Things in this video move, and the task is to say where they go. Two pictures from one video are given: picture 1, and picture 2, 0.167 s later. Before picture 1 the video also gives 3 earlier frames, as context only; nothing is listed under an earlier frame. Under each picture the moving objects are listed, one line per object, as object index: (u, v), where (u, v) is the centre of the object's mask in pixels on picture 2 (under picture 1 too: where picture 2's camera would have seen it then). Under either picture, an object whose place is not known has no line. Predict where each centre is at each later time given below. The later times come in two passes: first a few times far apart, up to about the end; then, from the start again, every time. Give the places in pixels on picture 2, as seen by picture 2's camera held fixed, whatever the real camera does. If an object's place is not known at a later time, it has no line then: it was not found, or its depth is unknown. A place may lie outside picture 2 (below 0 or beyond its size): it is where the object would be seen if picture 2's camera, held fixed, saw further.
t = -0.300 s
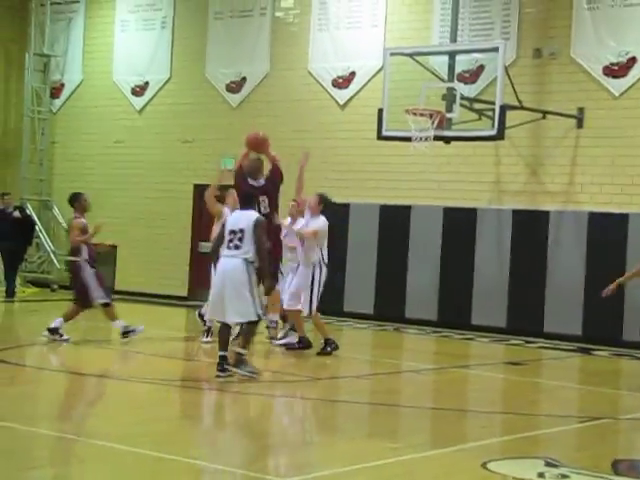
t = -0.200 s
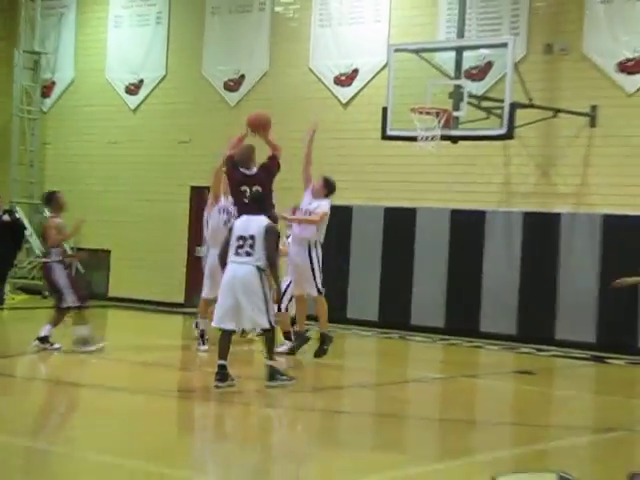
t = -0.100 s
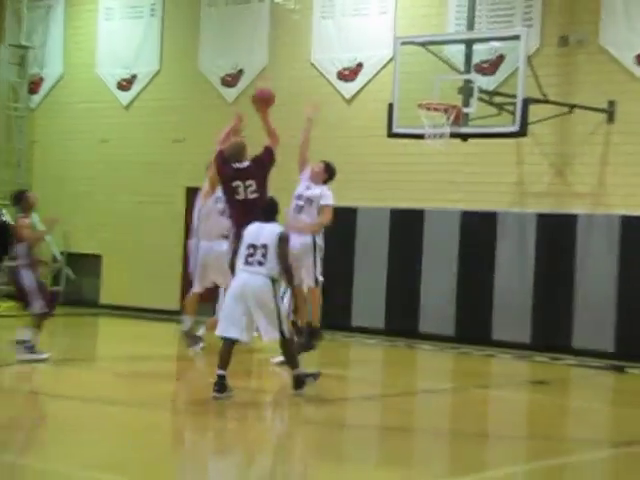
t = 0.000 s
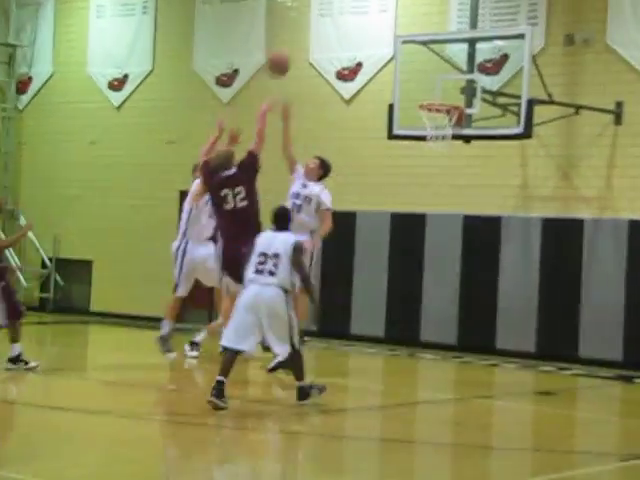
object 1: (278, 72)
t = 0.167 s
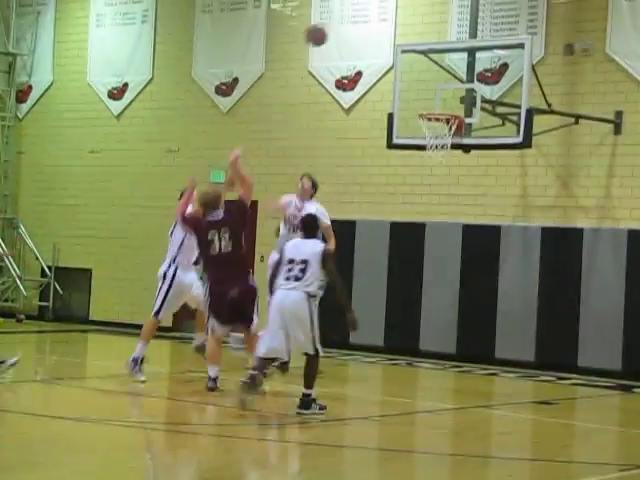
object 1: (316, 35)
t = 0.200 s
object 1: (323, 31)
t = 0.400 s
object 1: (363, 27)
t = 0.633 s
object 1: (402, 66)
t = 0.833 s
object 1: (430, 95)
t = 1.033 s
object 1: (449, 83)
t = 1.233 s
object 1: (444, 89)
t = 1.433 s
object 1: (439, 99)
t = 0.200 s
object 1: (323, 31)
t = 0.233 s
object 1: (330, 27)
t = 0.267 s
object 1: (337, 25)
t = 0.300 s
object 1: (344, 24)
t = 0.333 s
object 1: (351, 24)
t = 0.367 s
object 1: (357, 25)
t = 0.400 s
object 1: (363, 27)
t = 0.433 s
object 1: (369, 29)
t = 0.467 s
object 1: (375, 33)
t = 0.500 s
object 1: (380, 38)
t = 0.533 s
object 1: (386, 44)
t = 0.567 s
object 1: (391, 51)
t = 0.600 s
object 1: (397, 59)
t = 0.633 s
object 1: (402, 66)
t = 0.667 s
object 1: (407, 76)
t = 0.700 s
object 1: (412, 86)
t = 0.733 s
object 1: (416, 96)
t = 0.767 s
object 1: (421, 105)
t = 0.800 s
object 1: (425, 101)
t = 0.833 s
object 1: (430, 95)
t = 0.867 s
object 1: (434, 92)
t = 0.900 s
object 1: (438, 89)
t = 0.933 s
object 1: (443, 87)
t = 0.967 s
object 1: (446, 86)
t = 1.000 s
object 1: (449, 85)
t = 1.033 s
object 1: (449, 83)
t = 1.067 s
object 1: (448, 82)
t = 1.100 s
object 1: (447, 81)
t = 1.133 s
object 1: (446, 82)
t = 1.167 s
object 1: (445, 84)
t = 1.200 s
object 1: (445, 86)
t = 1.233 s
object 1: (444, 89)
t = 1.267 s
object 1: (443, 94)
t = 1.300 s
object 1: (442, 99)
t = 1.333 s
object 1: (441, 104)
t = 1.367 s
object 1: (440, 103)
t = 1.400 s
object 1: (440, 100)
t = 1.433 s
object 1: (439, 99)
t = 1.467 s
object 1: (438, 99)
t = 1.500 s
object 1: (438, 100)
